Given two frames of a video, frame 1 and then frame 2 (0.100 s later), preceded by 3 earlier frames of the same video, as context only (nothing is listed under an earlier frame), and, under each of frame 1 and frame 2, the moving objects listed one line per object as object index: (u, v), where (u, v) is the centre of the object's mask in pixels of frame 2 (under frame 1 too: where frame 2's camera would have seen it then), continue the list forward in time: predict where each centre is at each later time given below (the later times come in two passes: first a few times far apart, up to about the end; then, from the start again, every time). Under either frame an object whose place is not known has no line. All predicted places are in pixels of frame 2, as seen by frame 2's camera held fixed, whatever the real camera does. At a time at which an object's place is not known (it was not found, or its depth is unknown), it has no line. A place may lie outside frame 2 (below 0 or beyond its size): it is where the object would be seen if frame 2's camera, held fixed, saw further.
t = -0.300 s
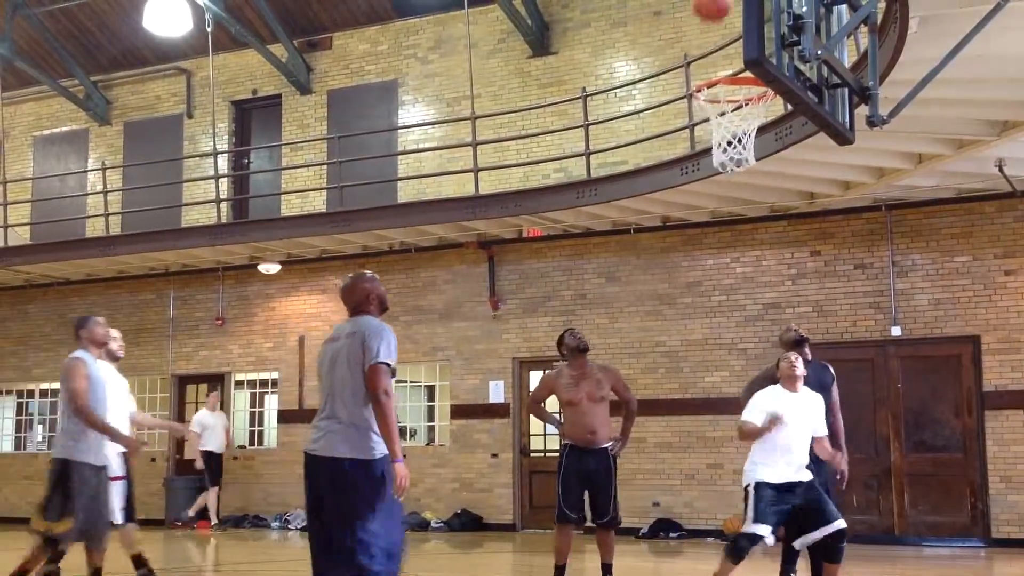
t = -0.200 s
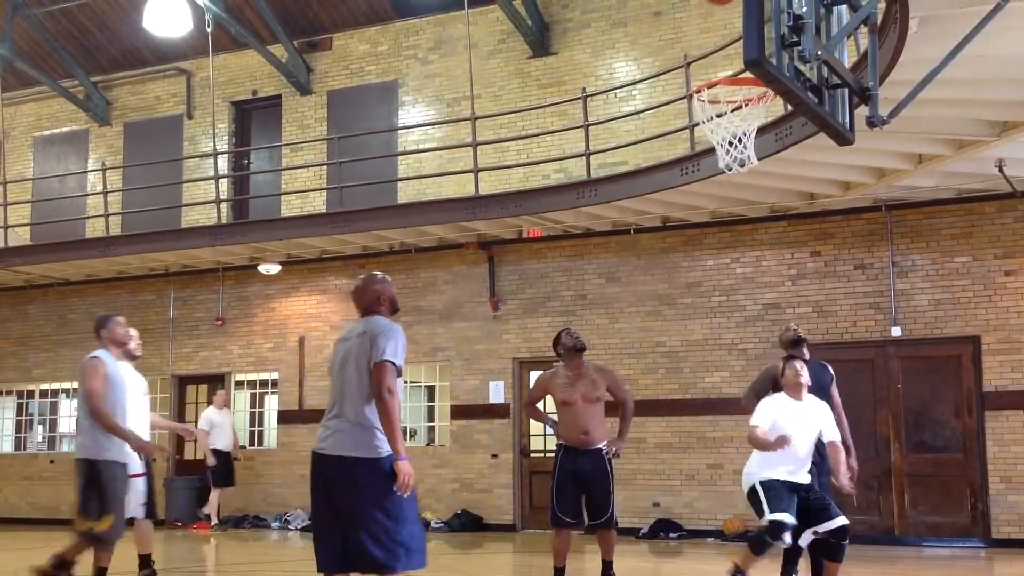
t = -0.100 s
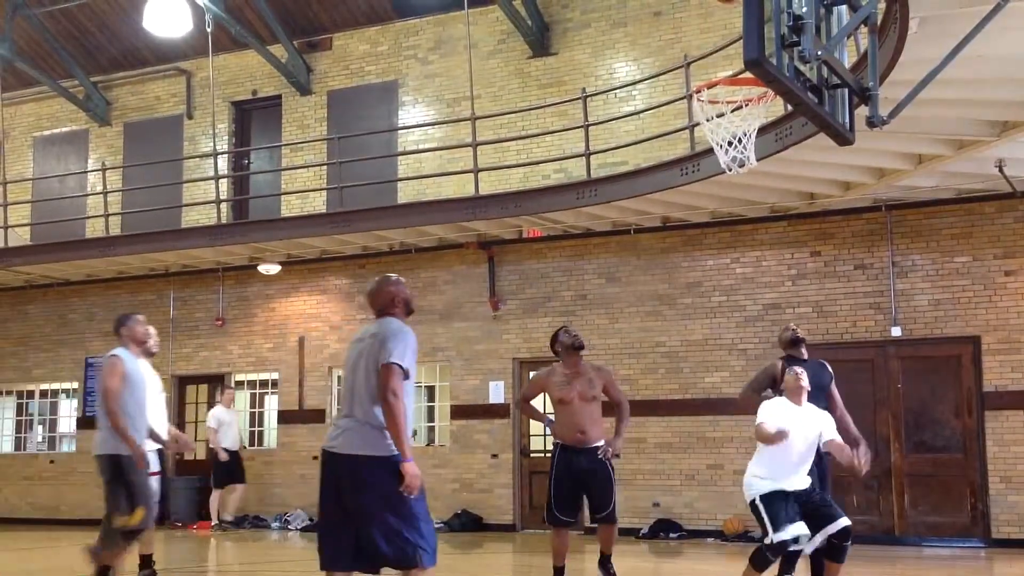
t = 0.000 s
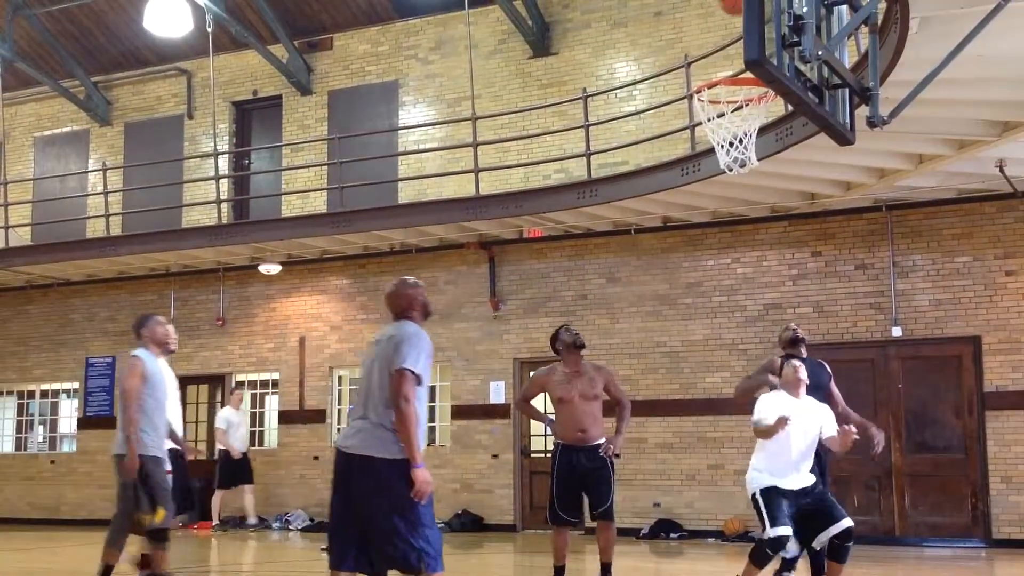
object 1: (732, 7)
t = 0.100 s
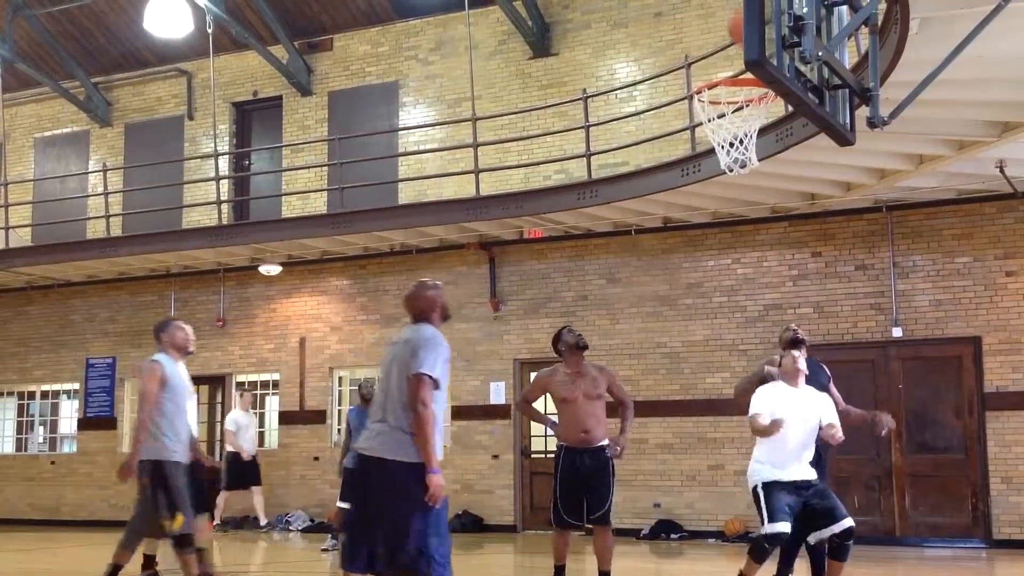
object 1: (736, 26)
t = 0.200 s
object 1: (750, 82)
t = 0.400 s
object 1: (725, 29)
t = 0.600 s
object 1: (690, 32)
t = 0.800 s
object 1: (653, 106)
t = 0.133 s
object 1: (738, 41)
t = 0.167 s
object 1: (739, 52)
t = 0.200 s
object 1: (750, 82)
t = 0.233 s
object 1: (750, 81)
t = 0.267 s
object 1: (738, 61)
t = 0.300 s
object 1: (734, 51)
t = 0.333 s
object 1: (731, 41)
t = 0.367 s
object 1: (728, 34)
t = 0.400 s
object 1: (725, 29)
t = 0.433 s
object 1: (719, 25)
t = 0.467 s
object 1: (714, 23)
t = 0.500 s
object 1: (708, 22)
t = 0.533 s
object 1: (702, 24)
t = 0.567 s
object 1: (696, 27)
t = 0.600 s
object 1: (690, 32)
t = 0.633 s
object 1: (685, 39)
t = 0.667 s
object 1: (679, 46)
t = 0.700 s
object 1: (673, 57)
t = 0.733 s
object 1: (666, 70)
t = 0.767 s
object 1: (660, 86)
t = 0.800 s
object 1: (653, 106)
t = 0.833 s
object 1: (648, 125)
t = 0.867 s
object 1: (642, 145)
